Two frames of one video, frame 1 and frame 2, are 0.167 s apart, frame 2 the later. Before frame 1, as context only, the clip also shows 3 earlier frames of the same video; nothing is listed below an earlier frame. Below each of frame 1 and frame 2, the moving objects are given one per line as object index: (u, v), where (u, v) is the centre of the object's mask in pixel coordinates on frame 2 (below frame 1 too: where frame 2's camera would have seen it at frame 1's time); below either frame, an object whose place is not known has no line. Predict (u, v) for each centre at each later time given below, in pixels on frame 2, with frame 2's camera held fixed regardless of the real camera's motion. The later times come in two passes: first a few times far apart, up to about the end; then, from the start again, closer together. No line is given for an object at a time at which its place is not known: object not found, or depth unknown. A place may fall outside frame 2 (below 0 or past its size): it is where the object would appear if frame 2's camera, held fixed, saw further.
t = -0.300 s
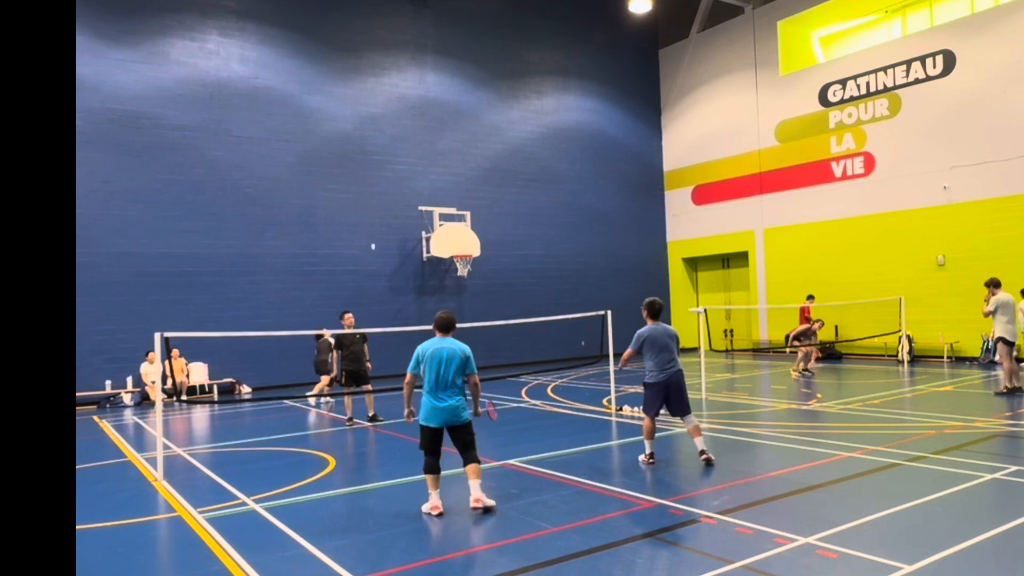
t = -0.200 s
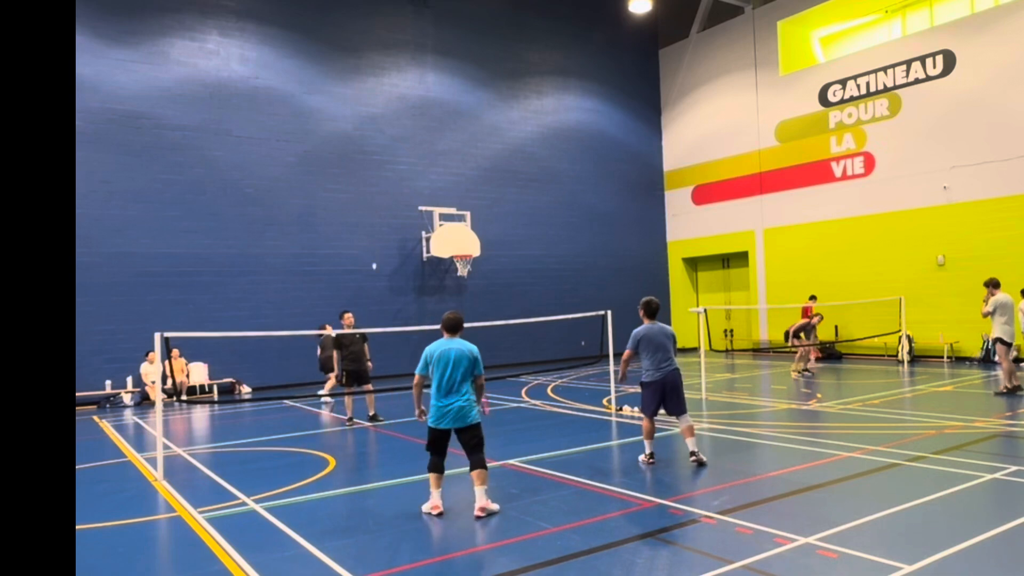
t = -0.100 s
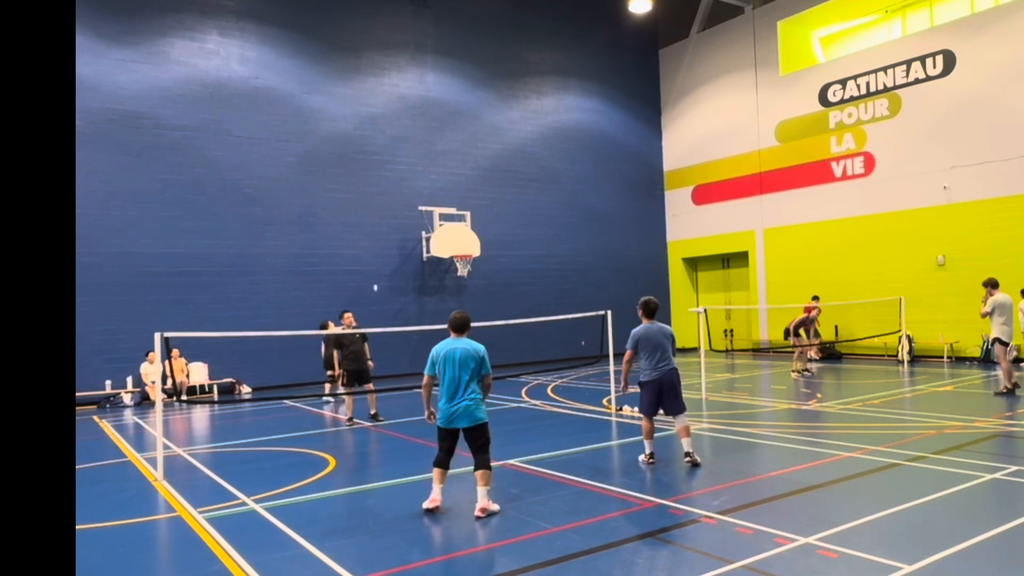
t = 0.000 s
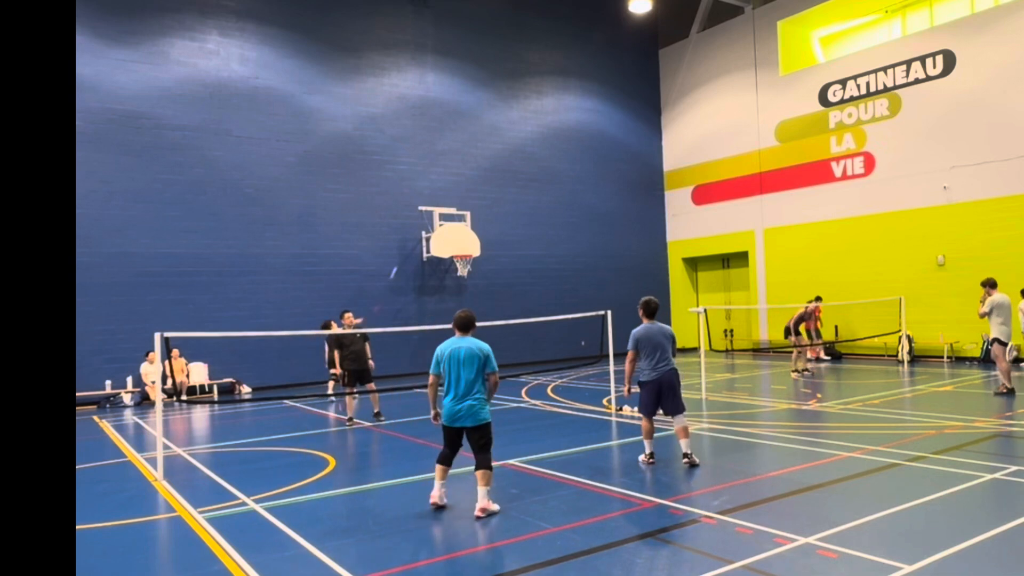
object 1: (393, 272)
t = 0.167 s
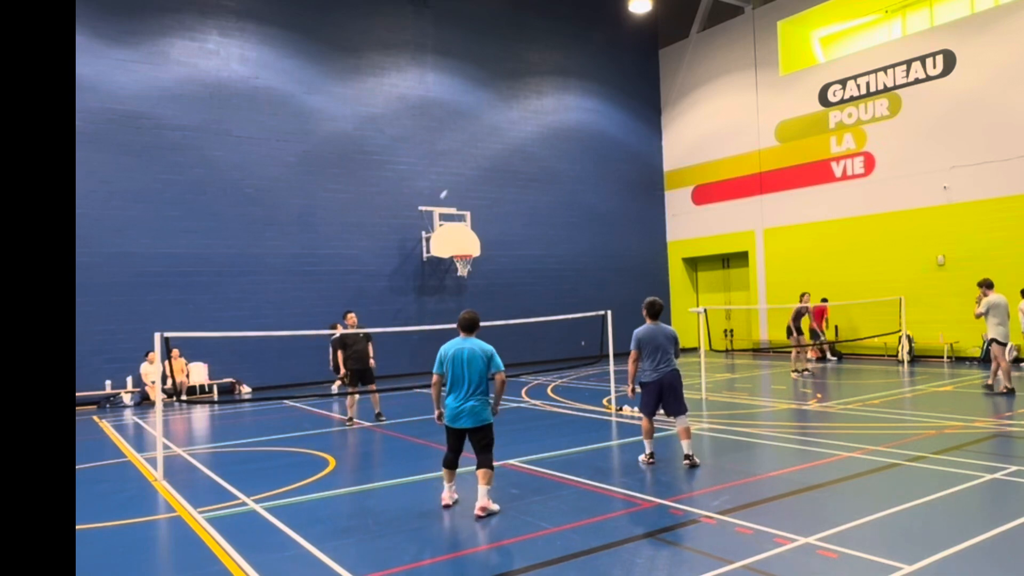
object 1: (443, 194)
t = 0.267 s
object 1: (468, 164)
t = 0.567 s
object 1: (531, 120)
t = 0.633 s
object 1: (544, 118)
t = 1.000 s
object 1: (610, 171)
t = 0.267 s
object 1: (468, 164)
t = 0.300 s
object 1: (476, 155)
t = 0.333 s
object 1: (483, 148)
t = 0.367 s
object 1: (490, 141)
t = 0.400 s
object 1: (497, 136)
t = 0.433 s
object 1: (504, 131)
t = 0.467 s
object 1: (511, 127)
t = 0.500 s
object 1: (518, 124)
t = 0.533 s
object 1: (525, 121)
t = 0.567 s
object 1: (531, 120)
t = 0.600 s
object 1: (538, 118)
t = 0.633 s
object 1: (544, 118)
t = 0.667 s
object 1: (551, 119)
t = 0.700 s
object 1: (557, 120)
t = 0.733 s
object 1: (563, 123)
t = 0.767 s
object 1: (569, 126)
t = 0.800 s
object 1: (575, 130)
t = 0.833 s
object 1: (581, 135)
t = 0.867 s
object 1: (587, 140)
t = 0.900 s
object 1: (593, 147)
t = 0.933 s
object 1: (599, 154)
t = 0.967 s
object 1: (604, 162)
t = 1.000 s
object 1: (610, 171)
